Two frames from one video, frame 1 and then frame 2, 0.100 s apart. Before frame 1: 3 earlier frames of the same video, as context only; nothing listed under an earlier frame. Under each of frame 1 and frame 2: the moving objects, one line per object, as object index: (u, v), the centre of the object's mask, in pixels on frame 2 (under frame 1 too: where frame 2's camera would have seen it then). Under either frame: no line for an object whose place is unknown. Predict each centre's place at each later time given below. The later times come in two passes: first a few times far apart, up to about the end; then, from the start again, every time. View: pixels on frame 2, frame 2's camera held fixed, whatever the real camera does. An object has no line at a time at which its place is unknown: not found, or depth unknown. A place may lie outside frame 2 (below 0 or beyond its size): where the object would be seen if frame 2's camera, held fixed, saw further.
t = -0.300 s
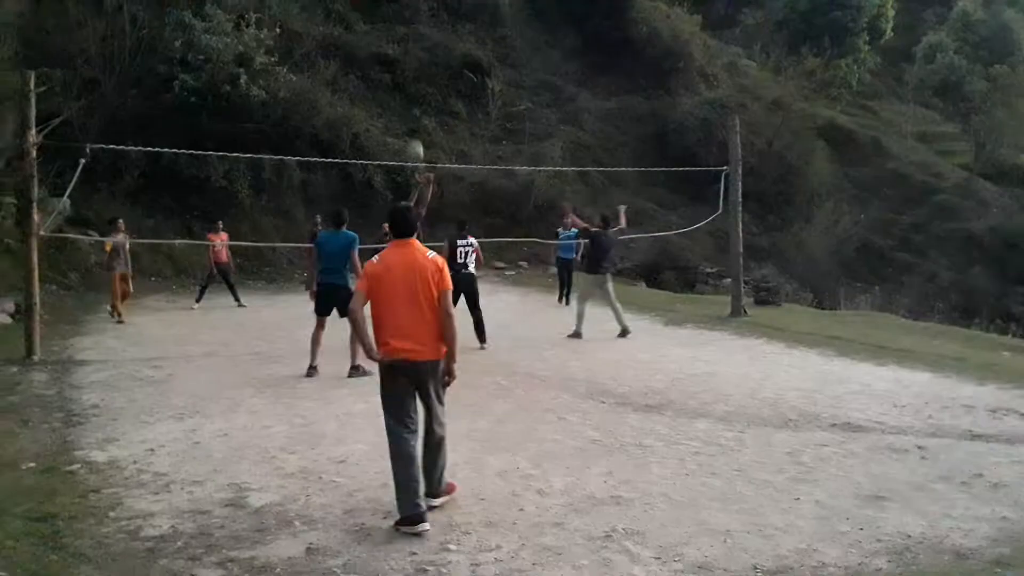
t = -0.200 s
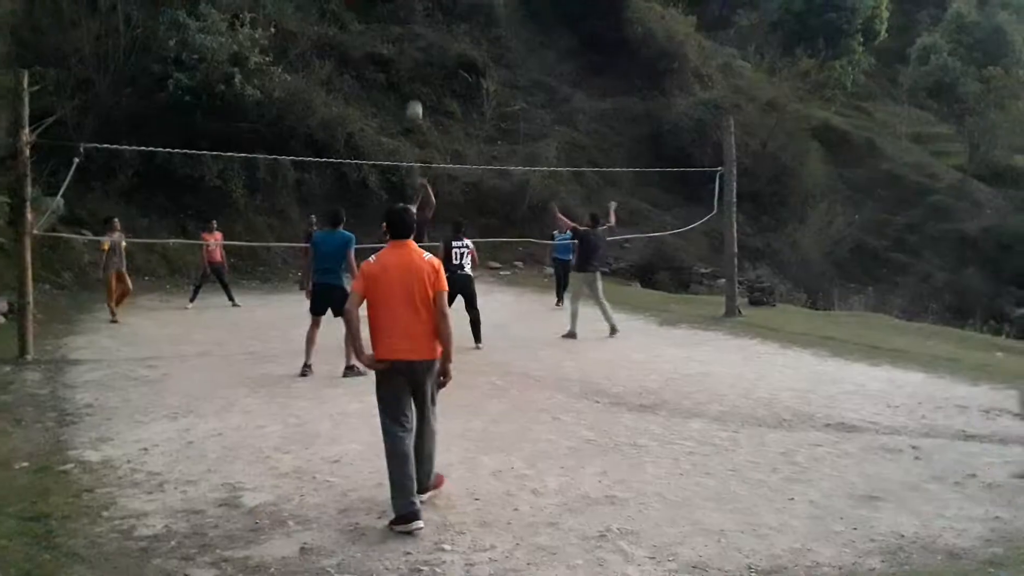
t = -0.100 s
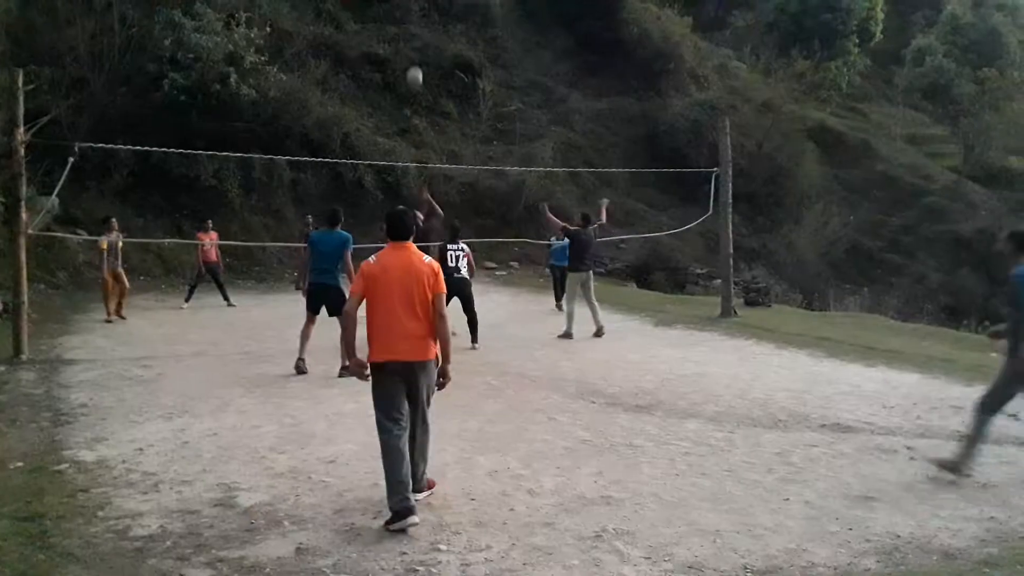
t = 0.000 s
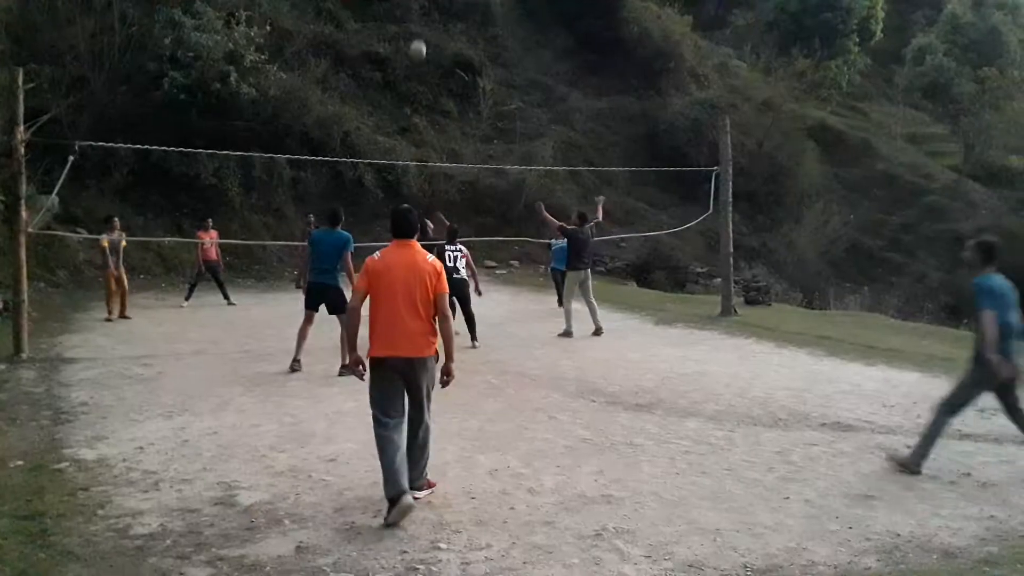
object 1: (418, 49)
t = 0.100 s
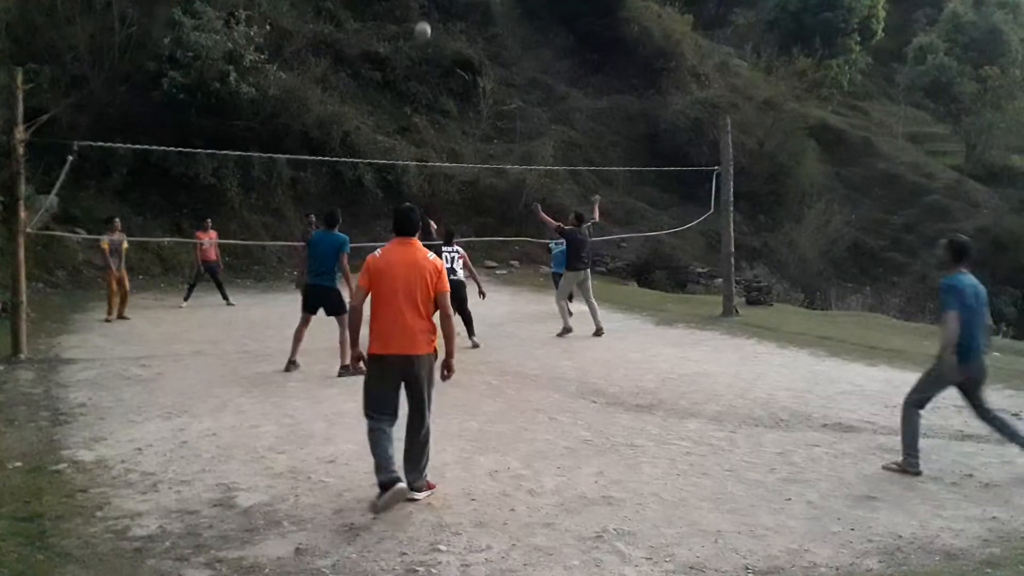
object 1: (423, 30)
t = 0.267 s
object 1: (430, 17)
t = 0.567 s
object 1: (442, 41)
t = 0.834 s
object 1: (454, 116)
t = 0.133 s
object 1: (423, 26)
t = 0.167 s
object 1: (425, 24)
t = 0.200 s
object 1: (427, 18)
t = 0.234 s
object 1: (428, 18)
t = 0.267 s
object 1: (430, 17)
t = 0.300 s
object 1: (431, 17)
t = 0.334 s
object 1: (432, 18)
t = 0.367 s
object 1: (434, 18)
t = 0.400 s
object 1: (435, 19)
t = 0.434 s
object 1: (436, 21)
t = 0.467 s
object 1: (437, 25)
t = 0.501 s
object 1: (439, 29)
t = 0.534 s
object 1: (440, 35)
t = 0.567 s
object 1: (442, 41)
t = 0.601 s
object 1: (443, 48)
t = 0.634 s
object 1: (445, 56)
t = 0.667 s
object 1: (447, 63)
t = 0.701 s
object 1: (447, 73)
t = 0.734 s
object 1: (448, 83)
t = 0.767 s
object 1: (450, 96)
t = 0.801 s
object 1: (451, 105)
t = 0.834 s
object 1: (454, 116)
